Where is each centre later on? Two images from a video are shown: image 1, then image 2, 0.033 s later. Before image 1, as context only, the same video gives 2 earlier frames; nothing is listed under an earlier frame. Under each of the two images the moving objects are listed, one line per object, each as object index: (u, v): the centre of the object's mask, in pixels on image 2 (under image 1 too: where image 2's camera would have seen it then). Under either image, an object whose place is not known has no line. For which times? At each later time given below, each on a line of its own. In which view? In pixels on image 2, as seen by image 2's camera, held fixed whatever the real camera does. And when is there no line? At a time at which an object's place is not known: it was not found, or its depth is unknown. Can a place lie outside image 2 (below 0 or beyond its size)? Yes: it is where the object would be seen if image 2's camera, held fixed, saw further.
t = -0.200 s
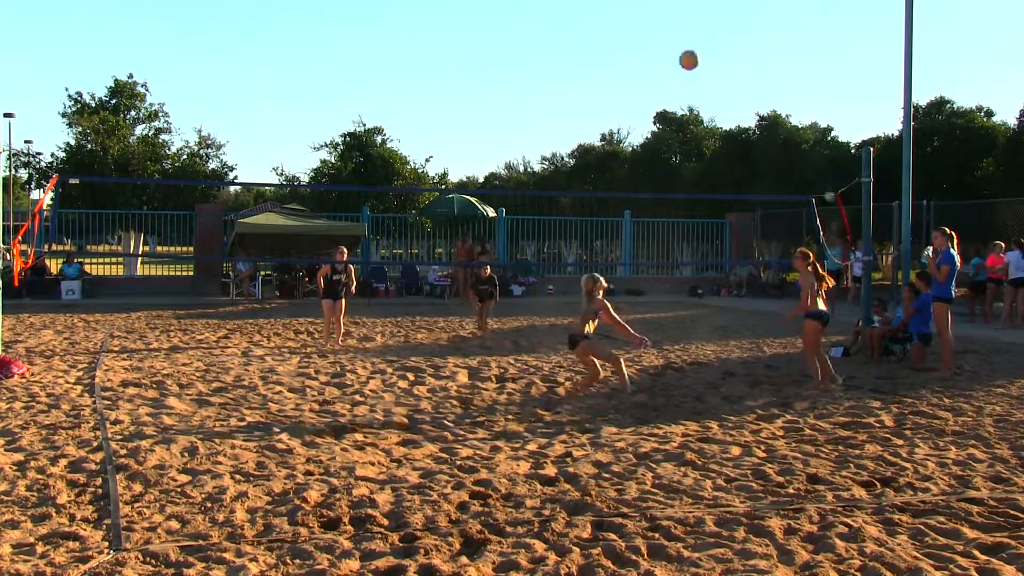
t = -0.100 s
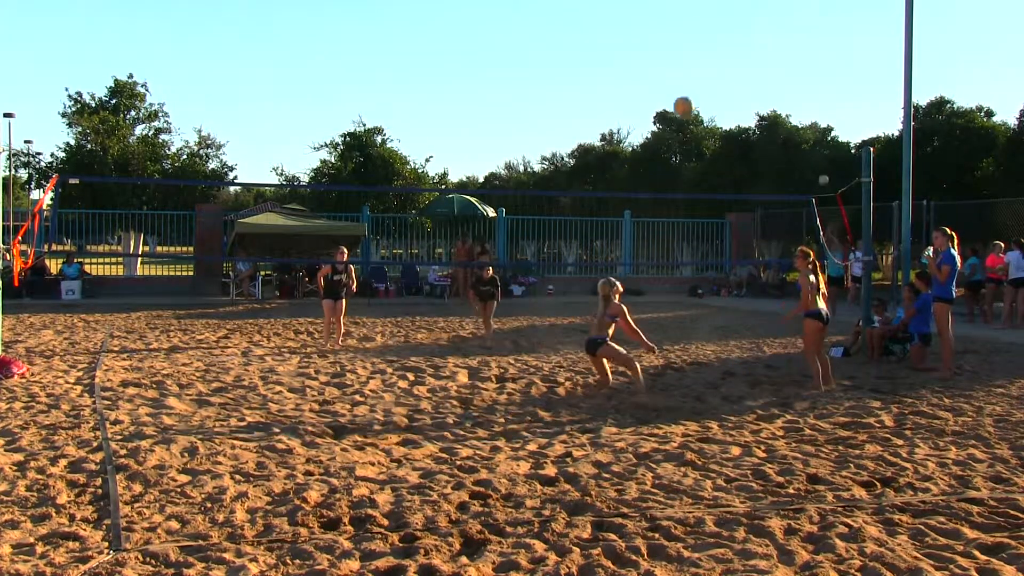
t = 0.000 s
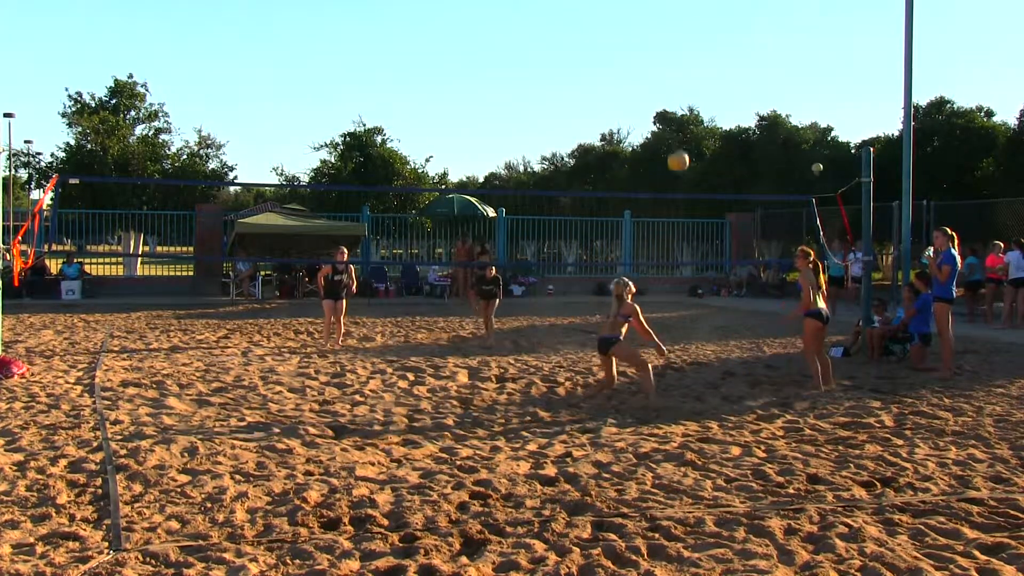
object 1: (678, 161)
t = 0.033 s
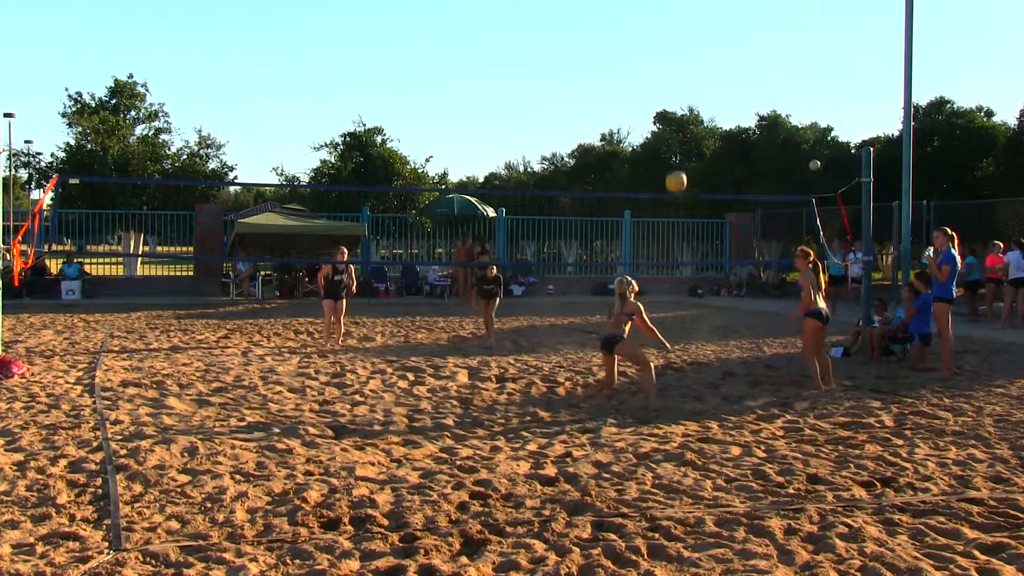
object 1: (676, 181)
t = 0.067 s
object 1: (674, 203)
